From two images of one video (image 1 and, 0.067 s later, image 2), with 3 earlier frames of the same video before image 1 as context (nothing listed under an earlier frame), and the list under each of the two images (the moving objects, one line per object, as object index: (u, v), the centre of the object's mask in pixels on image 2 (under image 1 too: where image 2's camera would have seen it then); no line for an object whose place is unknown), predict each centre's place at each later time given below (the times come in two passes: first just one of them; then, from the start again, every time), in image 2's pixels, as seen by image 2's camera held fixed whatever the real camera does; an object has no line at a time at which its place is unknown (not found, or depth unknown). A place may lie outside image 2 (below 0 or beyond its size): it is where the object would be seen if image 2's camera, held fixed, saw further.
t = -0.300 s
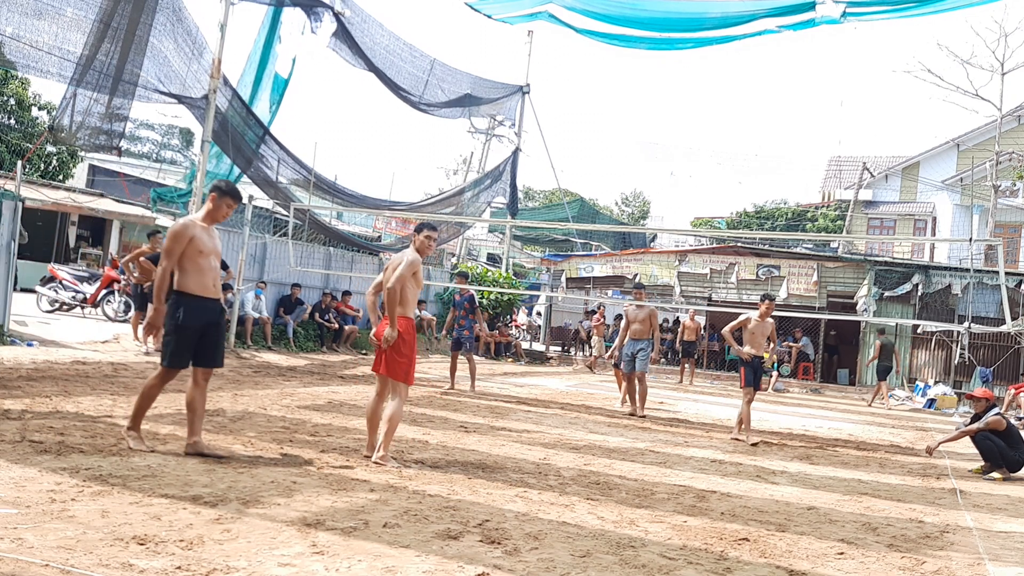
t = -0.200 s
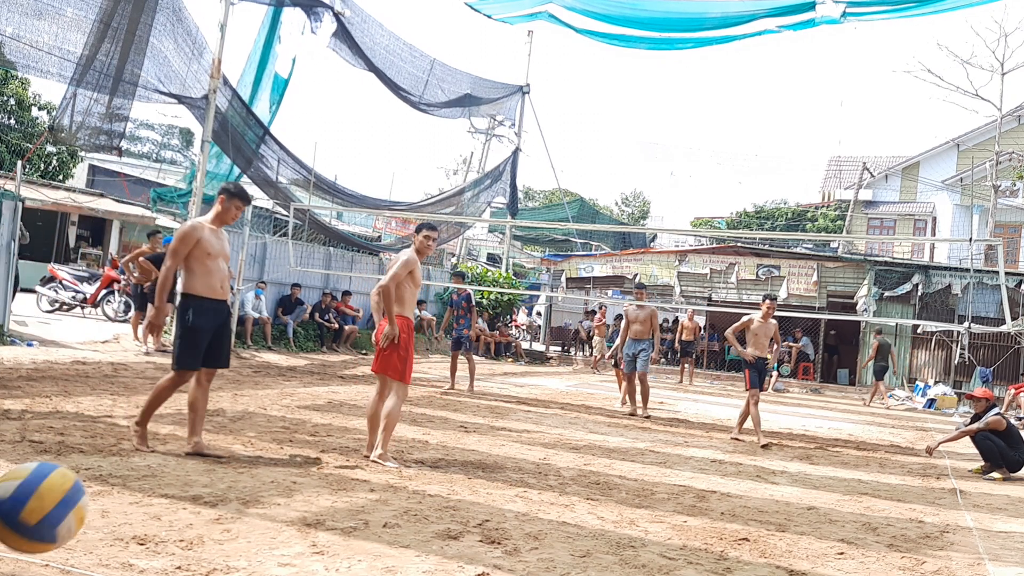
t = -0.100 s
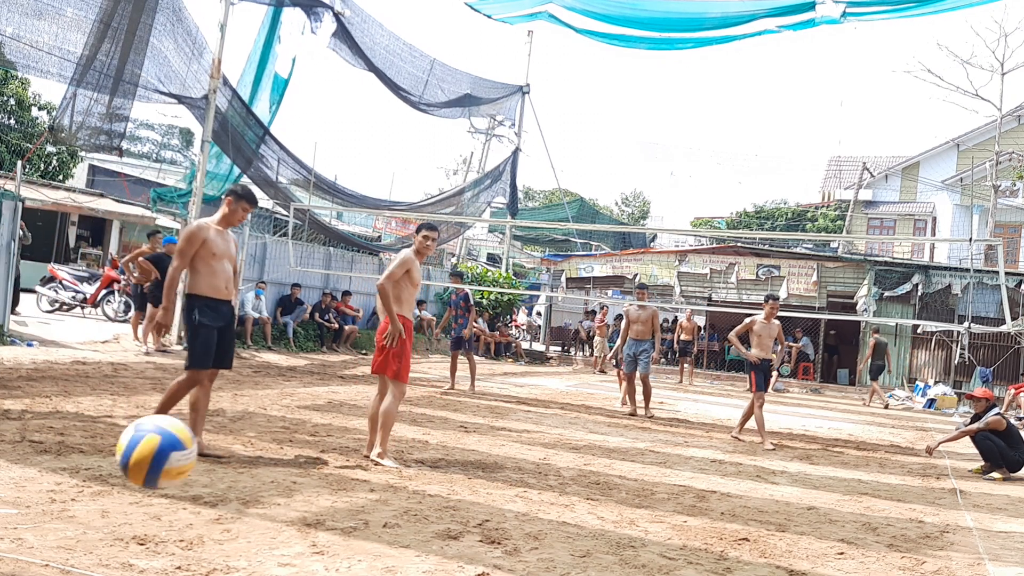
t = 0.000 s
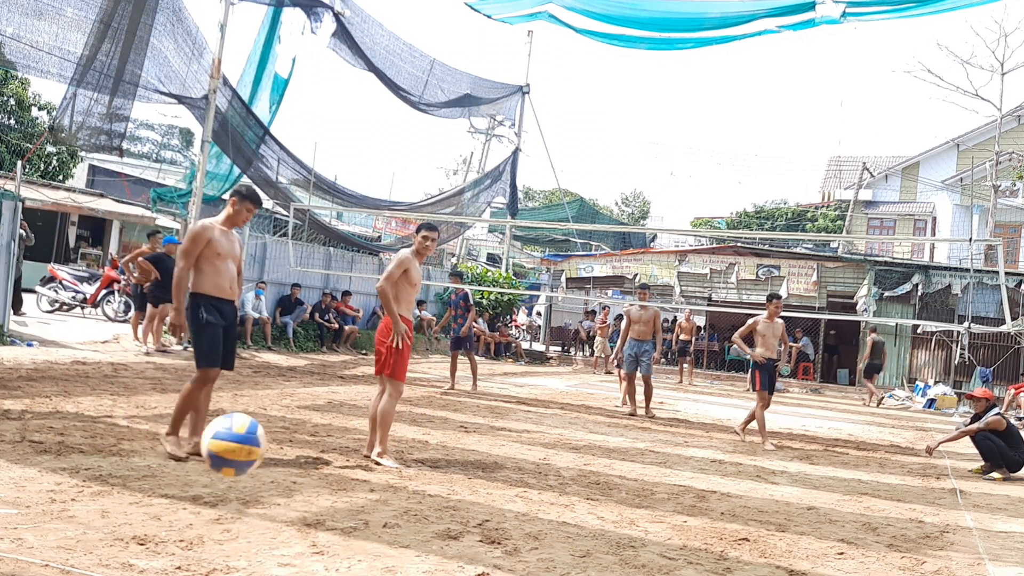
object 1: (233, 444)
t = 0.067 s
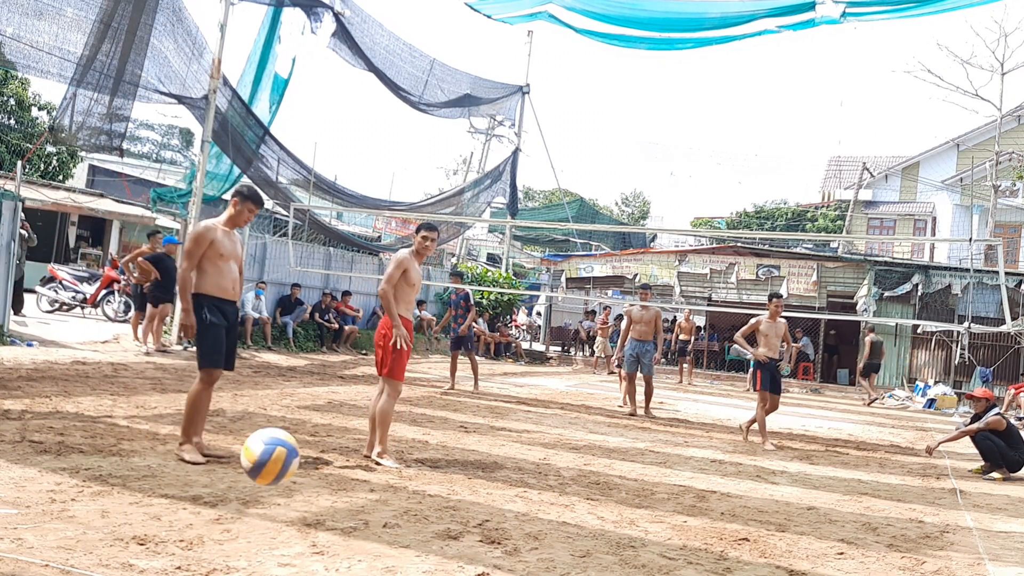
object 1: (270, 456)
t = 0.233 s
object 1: (331, 516)
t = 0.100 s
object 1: (285, 465)
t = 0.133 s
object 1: (299, 476)
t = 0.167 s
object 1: (311, 488)
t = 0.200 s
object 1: (322, 503)
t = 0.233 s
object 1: (331, 516)
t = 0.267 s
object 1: (340, 497)
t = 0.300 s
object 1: (348, 482)
